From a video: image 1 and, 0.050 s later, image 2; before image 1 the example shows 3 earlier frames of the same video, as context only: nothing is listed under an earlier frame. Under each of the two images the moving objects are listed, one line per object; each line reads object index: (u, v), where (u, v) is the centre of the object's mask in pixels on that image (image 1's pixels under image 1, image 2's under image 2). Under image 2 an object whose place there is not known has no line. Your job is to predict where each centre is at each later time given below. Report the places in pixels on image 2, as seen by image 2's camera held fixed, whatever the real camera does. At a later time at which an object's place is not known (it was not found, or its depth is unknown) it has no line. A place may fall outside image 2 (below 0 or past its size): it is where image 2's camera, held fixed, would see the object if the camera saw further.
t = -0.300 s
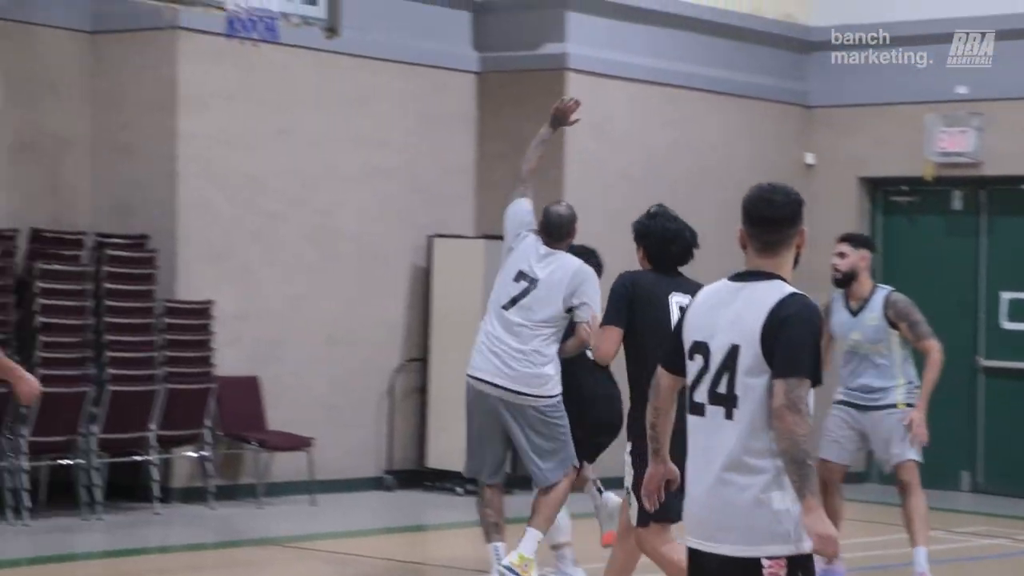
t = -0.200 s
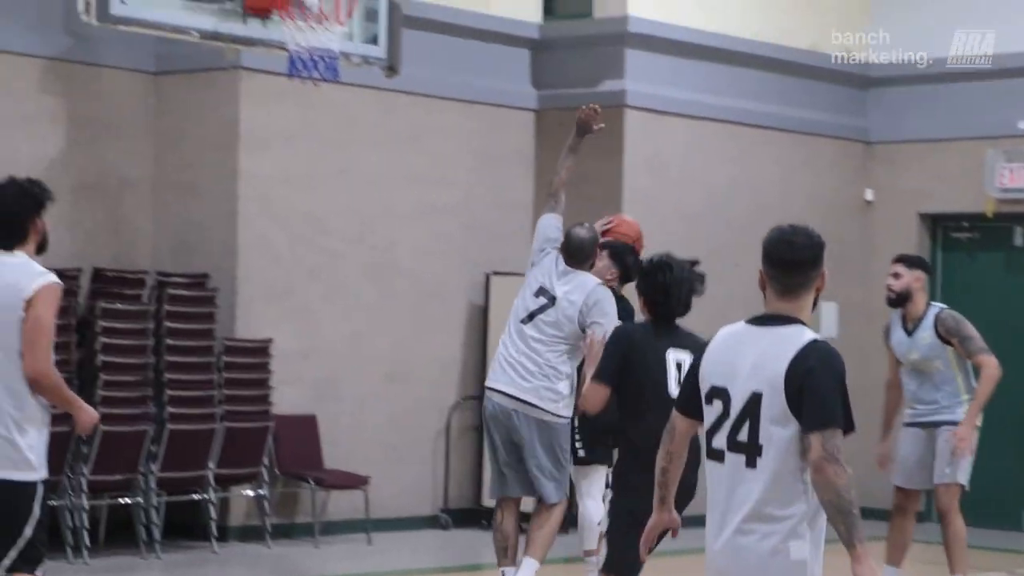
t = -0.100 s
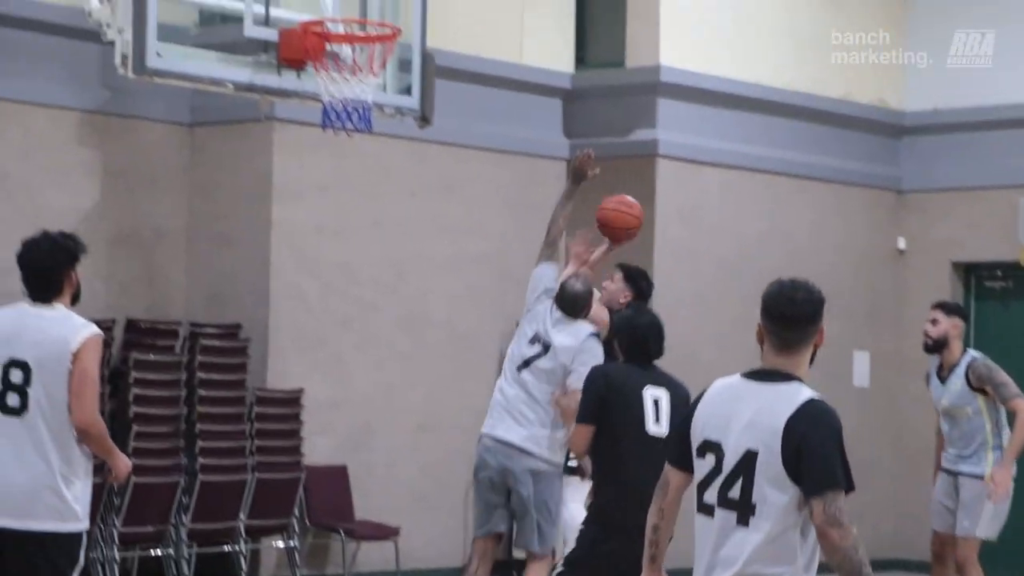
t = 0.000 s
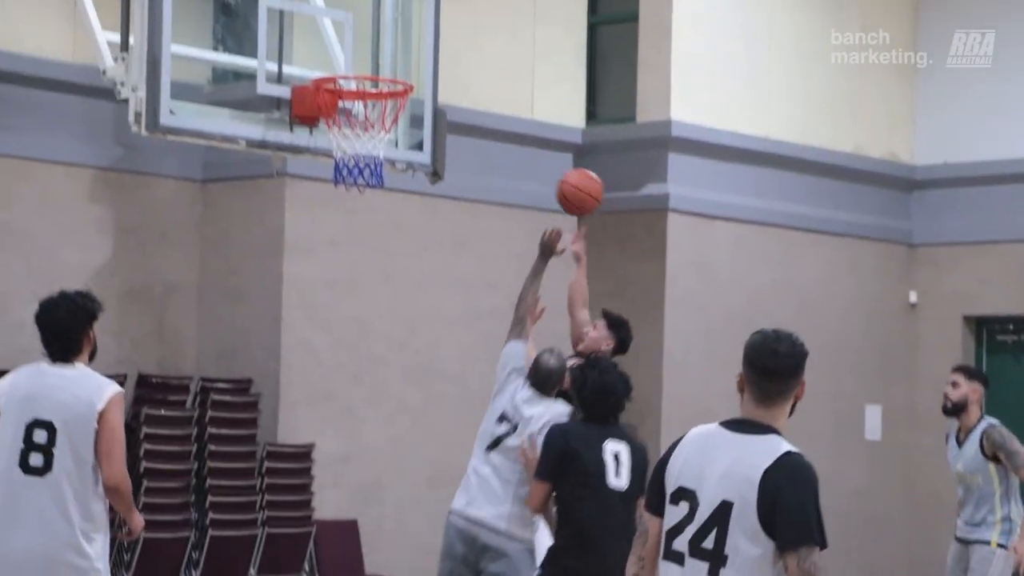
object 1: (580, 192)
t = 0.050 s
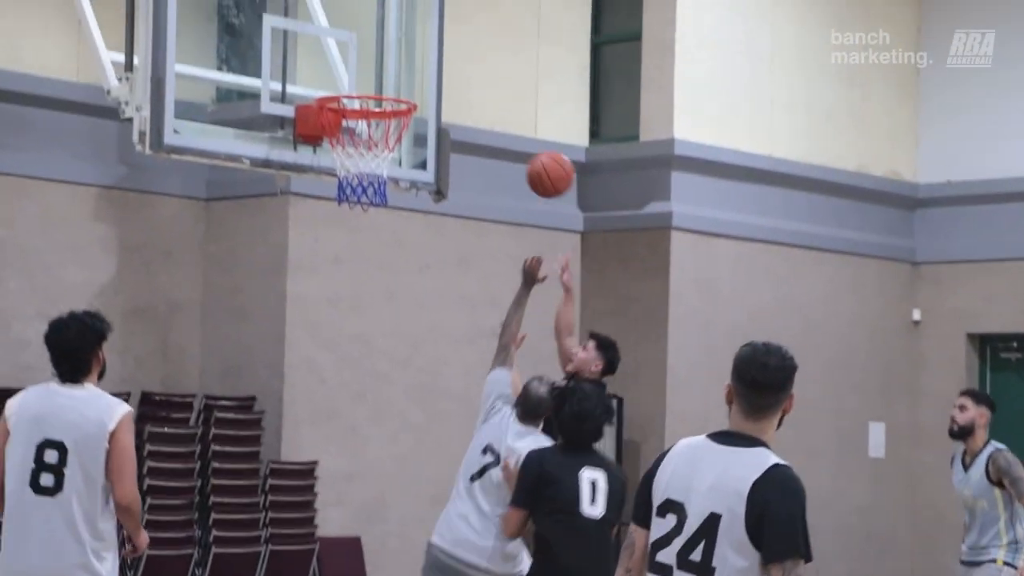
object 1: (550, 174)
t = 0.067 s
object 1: (539, 164)
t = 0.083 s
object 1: (527, 153)
